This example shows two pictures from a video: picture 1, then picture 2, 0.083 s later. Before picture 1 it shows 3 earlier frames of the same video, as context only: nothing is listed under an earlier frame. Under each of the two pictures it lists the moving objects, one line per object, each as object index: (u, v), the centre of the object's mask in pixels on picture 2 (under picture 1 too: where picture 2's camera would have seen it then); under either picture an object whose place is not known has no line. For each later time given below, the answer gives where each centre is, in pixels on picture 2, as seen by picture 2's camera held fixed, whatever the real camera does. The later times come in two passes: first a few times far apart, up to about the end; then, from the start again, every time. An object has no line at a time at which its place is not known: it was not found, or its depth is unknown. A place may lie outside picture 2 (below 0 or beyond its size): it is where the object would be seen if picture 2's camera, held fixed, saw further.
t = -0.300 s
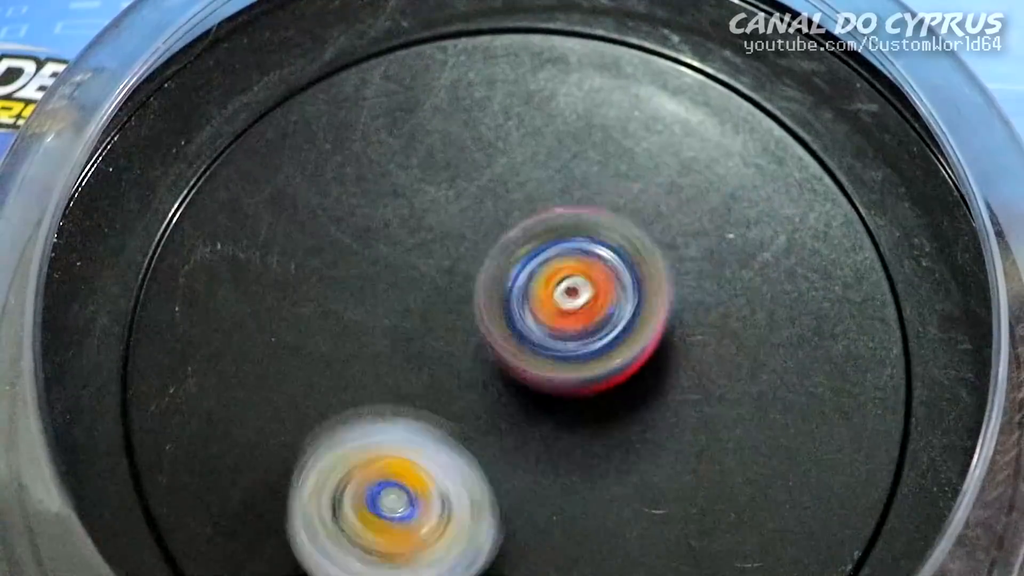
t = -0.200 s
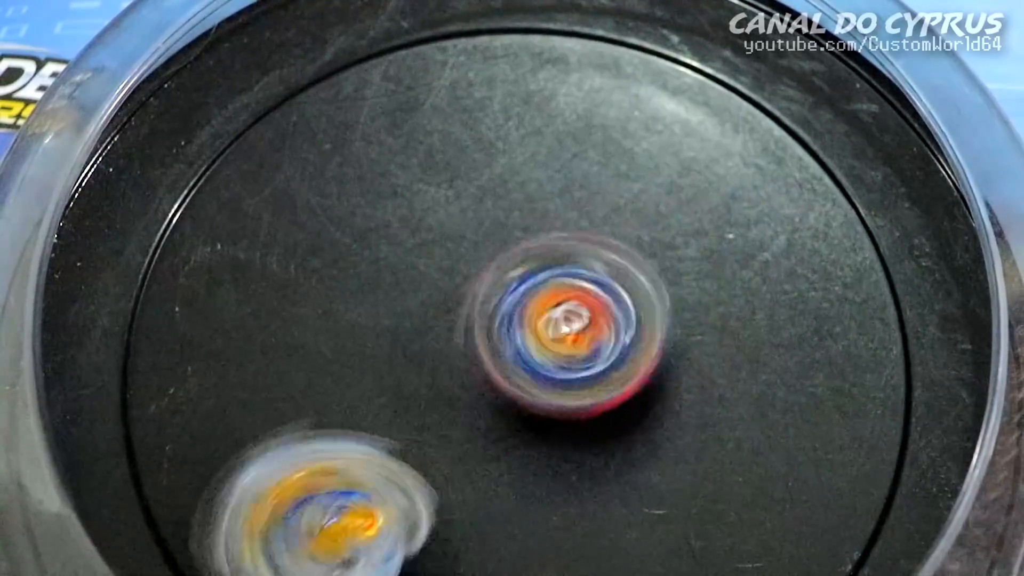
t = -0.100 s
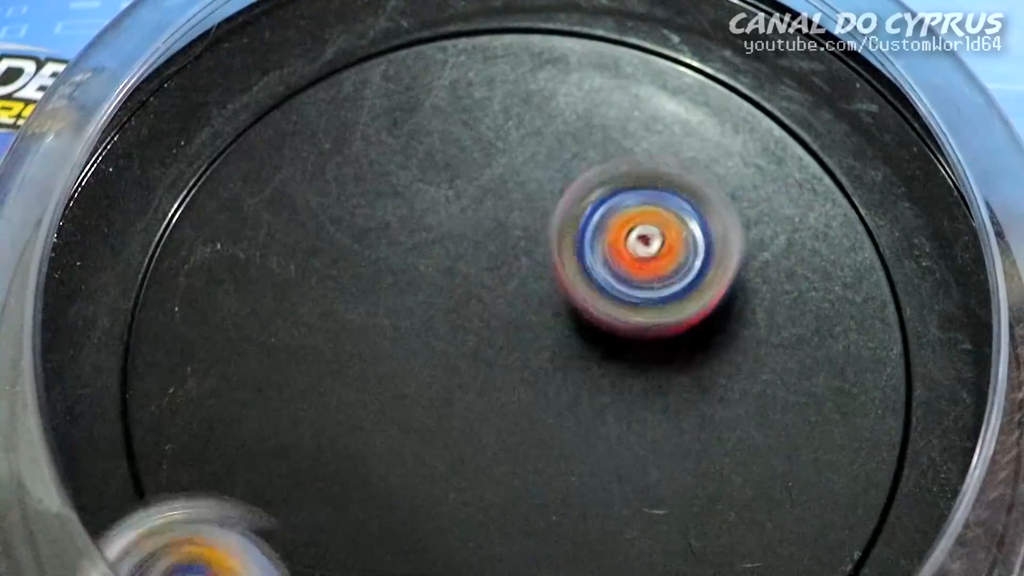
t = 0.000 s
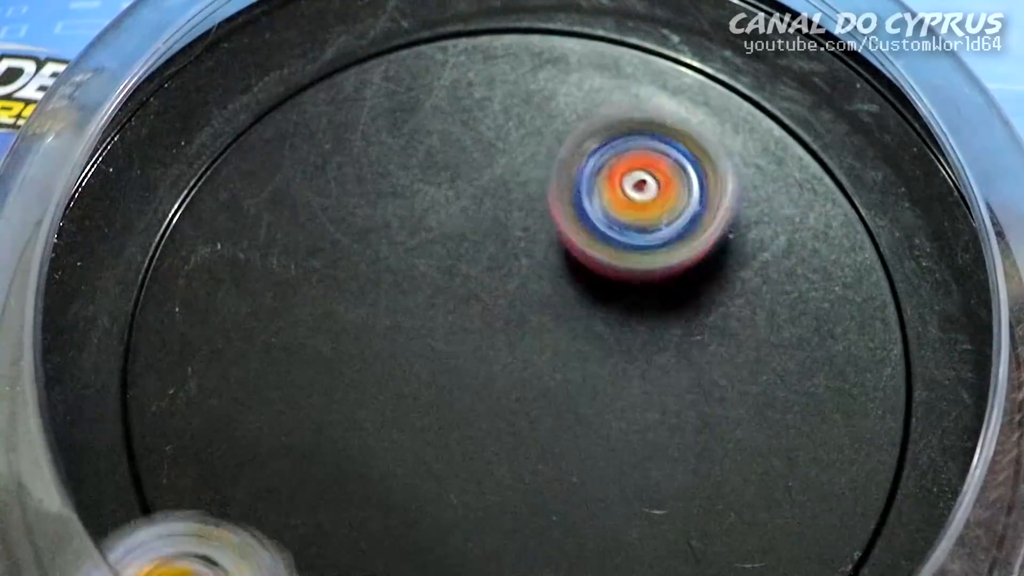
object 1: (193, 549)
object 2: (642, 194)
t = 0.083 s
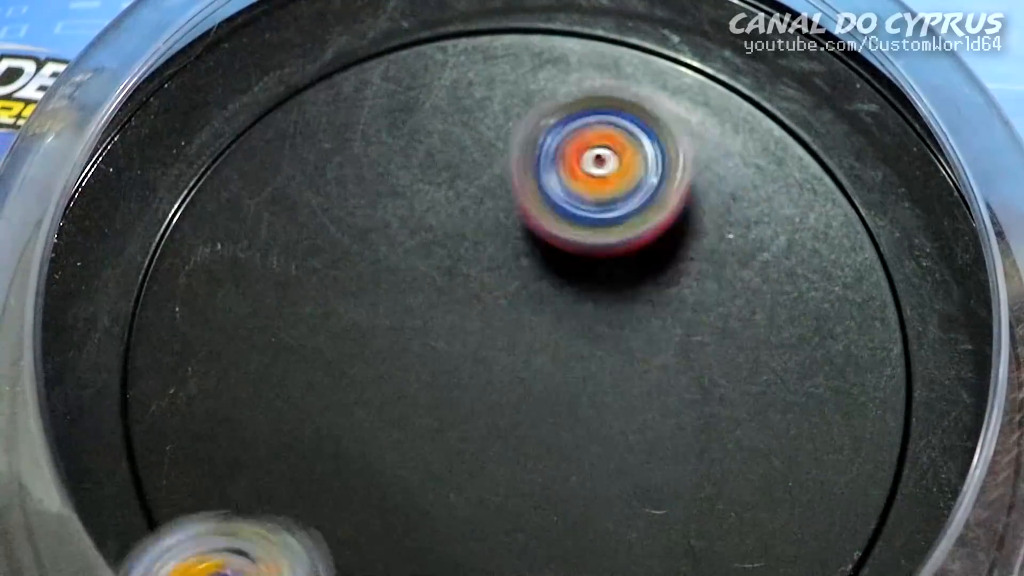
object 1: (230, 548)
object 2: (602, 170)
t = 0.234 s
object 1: (322, 511)
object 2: (507, 220)
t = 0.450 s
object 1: (314, 512)
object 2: (629, 224)
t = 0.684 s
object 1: (335, 421)
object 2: (660, 151)
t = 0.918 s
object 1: (375, 315)
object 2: (589, 245)
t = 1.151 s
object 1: (417, 225)
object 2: (583, 412)
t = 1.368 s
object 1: (505, 223)
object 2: (595, 506)
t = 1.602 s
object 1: (598, 280)
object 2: (609, 519)
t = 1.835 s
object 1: (715, 299)
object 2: (459, 486)
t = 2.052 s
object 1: (713, 288)
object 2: (327, 464)
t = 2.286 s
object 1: (595, 324)
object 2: (273, 391)
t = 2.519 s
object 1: (539, 467)
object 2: (283, 248)
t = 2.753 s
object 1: (578, 506)
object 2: (339, 178)
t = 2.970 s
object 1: (566, 452)
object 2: (466, 190)
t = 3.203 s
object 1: (447, 429)
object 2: (624, 217)
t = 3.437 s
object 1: (344, 453)
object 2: (706, 281)
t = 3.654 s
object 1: (379, 443)
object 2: (667, 381)
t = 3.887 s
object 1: (273, 366)
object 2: (693, 401)
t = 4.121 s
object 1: (332, 317)
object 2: (588, 338)
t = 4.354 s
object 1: (375, 362)
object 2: (514, 258)
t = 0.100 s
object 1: (235, 540)
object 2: (589, 167)
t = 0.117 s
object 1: (232, 544)
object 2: (580, 168)
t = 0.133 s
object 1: (258, 540)
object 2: (566, 170)
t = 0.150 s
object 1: (257, 536)
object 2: (554, 176)
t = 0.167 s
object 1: (284, 536)
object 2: (544, 180)
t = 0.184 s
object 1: (291, 524)
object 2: (532, 190)
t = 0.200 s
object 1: (296, 524)
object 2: (524, 198)
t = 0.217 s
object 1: (318, 517)
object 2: (513, 208)
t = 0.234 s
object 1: (322, 511)
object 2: (507, 220)
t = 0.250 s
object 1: (335, 507)
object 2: (501, 233)
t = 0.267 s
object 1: (351, 493)
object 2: (495, 246)
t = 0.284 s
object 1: (359, 486)
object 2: (492, 259)
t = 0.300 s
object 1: (380, 471)
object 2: (490, 273)
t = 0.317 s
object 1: (385, 458)
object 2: (490, 289)
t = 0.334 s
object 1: (383, 468)
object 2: (497, 292)
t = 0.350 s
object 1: (368, 477)
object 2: (523, 279)
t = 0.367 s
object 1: (348, 493)
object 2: (545, 266)
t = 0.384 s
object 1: (348, 500)
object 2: (571, 255)
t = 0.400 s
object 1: (330, 503)
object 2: (586, 244)
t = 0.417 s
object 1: (326, 511)
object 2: (605, 238)
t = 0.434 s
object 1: (327, 508)
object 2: (616, 230)
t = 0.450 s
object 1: (314, 512)
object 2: (629, 224)
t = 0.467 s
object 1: (323, 512)
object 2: (634, 217)
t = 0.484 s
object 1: (321, 507)
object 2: (643, 212)
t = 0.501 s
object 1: (320, 508)
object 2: (648, 203)
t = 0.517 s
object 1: (326, 501)
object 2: (653, 199)
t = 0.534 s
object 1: (320, 495)
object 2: (656, 190)
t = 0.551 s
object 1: (321, 491)
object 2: (660, 186)
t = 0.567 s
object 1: (326, 480)
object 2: (659, 182)
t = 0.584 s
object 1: (320, 470)
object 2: (663, 176)
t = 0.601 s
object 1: (326, 464)
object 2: (663, 168)
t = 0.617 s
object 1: (331, 449)
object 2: (665, 164)
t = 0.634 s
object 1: (326, 444)
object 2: (663, 160)
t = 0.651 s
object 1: (336, 437)
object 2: (663, 156)
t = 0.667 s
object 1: (337, 422)
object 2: (662, 151)
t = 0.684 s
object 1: (335, 421)
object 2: (660, 151)
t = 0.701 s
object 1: (346, 412)
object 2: (656, 146)
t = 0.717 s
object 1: (343, 401)
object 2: (653, 146)
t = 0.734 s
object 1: (347, 400)
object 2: (647, 146)
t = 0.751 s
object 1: (356, 387)
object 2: (643, 148)
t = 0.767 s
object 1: (351, 379)
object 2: (634, 151)
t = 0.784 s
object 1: (357, 376)
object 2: (628, 160)
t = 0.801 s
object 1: (361, 363)
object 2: (619, 168)
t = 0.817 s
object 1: (359, 360)
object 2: (616, 174)
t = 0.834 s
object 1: (368, 353)
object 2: (608, 186)
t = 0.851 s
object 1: (369, 340)
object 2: (604, 198)
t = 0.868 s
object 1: (368, 338)
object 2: (598, 208)
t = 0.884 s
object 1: (375, 328)
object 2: (595, 221)
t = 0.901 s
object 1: (372, 318)
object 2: (591, 232)
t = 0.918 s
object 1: (375, 315)
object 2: (589, 245)
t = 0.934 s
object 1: (380, 303)
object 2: (586, 257)
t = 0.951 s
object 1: (375, 296)
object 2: (586, 270)
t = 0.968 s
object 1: (381, 293)
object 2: (584, 282)
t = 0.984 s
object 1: (382, 281)
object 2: (584, 296)
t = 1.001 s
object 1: (380, 279)
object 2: (582, 307)
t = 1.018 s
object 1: (389, 272)
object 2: (583, 320)
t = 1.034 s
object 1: (389, 261)
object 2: (581, 332)
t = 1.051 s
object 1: (389, 258)
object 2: (582, 344)
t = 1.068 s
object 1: (397, 250)
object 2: (581, 355)
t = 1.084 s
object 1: (396, 242)
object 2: (582, 367)
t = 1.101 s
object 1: (401, 241)
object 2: (581, 378)
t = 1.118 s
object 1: (410, 231)
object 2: (583, 390)
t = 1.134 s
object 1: (409, 225)
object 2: (582, 400)
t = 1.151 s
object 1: (417, 225)
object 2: (583, 412)
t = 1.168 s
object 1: (422, 217)
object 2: (582, 422)
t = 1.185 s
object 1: (424, 219)
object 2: (583, 432)
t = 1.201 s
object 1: (436, 218)
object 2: (582, 443)
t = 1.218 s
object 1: (443, 211)
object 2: (584, 452)
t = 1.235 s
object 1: (447, 212)
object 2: (584, 462)
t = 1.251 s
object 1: (458, 212)
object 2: (586, 470)
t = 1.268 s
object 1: (461, 209)
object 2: (586, 478)
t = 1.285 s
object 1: (468, 216)
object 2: (588, 483)
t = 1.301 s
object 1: (482, 215)
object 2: (588, 489)
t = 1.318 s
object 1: (485, 214)
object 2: (590, 493)
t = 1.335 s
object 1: (495, 220)
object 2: (591, 498)
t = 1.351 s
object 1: (504, 219)
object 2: (593, 501)
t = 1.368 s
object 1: (505, 223)
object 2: (595, 506)
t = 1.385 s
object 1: (517, 229)
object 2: (597, 509)
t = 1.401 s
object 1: (524, 227)
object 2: (598, 512)
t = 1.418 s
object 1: (527, 234)
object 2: (601, 515)
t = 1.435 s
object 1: (540, 239)
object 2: (602, 517)
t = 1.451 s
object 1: (544, 240)
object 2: (605, 519)
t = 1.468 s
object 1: (549, 248)
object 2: (605, 521)
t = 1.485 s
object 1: (562, 252)
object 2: (607, 523)
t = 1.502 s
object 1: (563, 252)
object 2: (607, 525)
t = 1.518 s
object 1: (570, 261)
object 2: (610, 525)
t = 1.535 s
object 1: (580, 263)
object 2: (609, 525)
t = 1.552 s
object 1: (580, 266)
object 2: (611, 524)
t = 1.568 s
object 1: (591, 274)
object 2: (610, 524)
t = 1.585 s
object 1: (597, 275)
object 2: (609, 521)
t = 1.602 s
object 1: (598, 280)
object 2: (609, 519)
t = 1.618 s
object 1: (610, 286)
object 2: (603, 516)
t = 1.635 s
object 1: (615, 287)
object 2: (601, 513)
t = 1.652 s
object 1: (618, 296)
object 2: (593, 509)
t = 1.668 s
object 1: (630, 301)
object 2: (589, 505)
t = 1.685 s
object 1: (632, 302)
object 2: (580, 501)
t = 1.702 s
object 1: (636, 311)
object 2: (573, 496)
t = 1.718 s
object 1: (646, 315)
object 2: (564, 491)
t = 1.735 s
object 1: (645, 318)
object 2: (555, 486)
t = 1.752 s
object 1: (652, 327)
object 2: (544, 481)
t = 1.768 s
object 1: (665, 326)
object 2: (528, 481)
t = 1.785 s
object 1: (674, 317)
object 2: (506, 483)
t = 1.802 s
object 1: (688, 316)
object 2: (489, 485)
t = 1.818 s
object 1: (706, 306)
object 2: (474, 486)
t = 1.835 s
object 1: (715, 299)
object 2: (459, 486)
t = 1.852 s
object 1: (729, 298)
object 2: (449, 486)
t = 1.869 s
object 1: (737, 290)
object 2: (436, 486)
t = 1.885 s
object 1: (734, 287)
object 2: (425, 485)
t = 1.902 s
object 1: (740, 286)
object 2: (414, 484)
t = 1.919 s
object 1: (739, 283)
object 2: (403, 483)
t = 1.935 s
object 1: (730, 285)
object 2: (392, 482)
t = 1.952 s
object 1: (735, 286)
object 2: (381, 480)
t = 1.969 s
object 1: (731, 284)
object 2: (372, 478)
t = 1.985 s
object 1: (722, 287)
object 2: (360, 476)
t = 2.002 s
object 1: (725, 288)
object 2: (353, 473)
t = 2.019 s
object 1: (718, 285)
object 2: (343, 470)
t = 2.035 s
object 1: (714, 288)
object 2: (336, 467)
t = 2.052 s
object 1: (713, 288)
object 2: (327, 464)
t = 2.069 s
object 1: (706, 284)
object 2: (320, 459)
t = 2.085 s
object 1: (699, 285)
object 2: (313, 456)
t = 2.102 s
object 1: (695, 285)
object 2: (306, 451)
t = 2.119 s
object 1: (684, 285)
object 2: (302, 448)
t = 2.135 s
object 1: (677, 289)
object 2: (295, 442)
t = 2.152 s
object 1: (671, 289)
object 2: (292, 438)
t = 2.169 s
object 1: (661, 292)
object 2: (287, 433)
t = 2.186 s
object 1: (654, 298)
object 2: (284, 427)
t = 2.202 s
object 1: (648, 301)
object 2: (280, 423)
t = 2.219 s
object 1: (640, 306)
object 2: (277, 416)
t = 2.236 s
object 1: (634, 310)
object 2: (276, 411)
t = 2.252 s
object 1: (621, 310)
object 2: (274, 404)
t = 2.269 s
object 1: (606, 315)
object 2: (275, 399)
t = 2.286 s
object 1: (595, 324)
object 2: (273, 391)
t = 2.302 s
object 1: (585, 331)
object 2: (276, 384)
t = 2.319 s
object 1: (575, 337)
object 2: (277, 379)
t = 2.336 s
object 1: (564, 342)
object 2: (280, 370)
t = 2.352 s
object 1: (552, 346)
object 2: (284, 365)
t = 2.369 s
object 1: (540, 353)
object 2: (287, 356)
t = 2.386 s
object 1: (532, 360)
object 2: (293, 350)
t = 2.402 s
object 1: (522, 362)
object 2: (296, 342)
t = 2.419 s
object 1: (507, 366)
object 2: (303, 335)
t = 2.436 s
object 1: (505, 377)
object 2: (306, 327)
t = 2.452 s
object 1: (518, 390)
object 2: (300, 307)
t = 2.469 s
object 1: (515, 408)
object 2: (294, 290)
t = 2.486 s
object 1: (521, 433)
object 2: (288, 273)
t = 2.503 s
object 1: (532, 450)
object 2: (286, 260)
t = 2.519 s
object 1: (539, 467)
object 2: (283, 248)
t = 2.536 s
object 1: (551, 477)
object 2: (283, 238)
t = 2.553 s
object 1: (551, 484)
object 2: (284, 232)
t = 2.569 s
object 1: (557, 494)
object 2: (284, 225)
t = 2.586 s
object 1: (564, 497)
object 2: (286, 219)
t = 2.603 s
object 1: (560, 500)
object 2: (288, 214)
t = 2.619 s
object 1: (568, 506)
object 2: (291, 207)
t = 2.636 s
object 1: (574, 506)
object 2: (296, 203)
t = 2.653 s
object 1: (569, 508)
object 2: (299, 198)
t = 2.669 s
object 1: (577, 512)
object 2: (305, 192)
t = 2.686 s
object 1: (580, 509)
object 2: (312, 189)
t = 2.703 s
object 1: (573, 509)
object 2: (318, 186)
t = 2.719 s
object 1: (581, 510)
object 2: (325, 183)
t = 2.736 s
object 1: (585, 507)
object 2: (332, 181)
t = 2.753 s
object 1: (578, 506)
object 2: (339, 178)
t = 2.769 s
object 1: (583, 507)
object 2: (349, 176)
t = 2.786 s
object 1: (588, 501)
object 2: (358, 174)
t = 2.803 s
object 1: (581, 499)
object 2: (369, 173)
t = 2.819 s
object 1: (585, 500)
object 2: (379, 175)
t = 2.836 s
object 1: (591, 492)
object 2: (388, 175)
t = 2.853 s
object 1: (584, 488)
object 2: (398, 176)
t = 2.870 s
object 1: (584, 489)
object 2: (407, 177)
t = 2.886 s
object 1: (587, 480)
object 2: (416, 177)
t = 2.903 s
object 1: (579, 474)
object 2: (427, 179)
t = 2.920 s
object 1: (577, 474)
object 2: (437, 181)
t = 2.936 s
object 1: (580, 462)
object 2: (448, 183)
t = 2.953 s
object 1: (572, 453)
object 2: (458, 187)
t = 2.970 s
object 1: (566, 452)
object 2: (466, 190)
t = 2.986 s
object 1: (567, 442)
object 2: (476, 193)
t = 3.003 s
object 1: (560, 431)
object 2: (485, 197)
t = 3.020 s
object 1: (554, 427)
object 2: (495, 199)
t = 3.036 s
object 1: (554, 417)
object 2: (505, 204)
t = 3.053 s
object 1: (548, 404)
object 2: (513, 210)
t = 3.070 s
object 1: (536, 400)
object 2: (523, 214)
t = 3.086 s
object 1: (533, 399)
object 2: (533, 217)
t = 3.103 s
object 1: (528, 394)
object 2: (543, 216)
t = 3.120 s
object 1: (518, 391)
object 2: (554, 220)
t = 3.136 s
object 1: (511, 393)
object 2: (564, 224)
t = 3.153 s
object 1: (498, 396)
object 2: (577, 225)
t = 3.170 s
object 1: (475, 405)
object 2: (594, 223)
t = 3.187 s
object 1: (459, 420)
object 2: (610, 219)
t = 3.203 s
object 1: (447, 429)
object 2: (624, 217)
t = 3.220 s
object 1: (430, 432)
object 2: (635, 219)
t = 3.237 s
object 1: (417, 437)
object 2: (645, 223)
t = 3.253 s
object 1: (405, 440)
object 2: (651, 226)
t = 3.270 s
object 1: (393, 446)
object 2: (658, 229)
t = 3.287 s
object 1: (387, 447)
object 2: (664, 232)
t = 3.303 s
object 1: (376, 442)
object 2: (670, 235)
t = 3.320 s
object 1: (364, 443)
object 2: (676, 239)
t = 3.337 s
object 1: (359, 447)
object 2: (683, 243)
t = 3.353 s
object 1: (355, 447)
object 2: (687, 248)
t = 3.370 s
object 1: (349, 448)
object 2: (692, 254)
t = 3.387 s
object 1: (347, 451)
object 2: (697, 261)
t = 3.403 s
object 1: (346, 451)
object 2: (700, 267)
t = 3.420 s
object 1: (343, 451)
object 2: (703, 273)
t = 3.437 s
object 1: (344, 453)
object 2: (706, 281)
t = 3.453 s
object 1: (347, 450)
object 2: (706, 289)
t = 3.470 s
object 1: (342, 445)
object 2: (708, 297)
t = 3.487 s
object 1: (340, 447)
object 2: (708, 304)
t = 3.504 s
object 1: (344, 446)
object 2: (706, 313)
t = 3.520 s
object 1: (343, 444)
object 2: (705, 321)
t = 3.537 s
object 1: (342, 449)
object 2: (703, 329)
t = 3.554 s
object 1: (352, 454)
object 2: (699, 338)
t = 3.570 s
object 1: (361, 450)
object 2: (696, 345)
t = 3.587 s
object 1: (362, 448)
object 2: (691, 353)
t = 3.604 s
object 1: (367, 449)
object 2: (685, 361)
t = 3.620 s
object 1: (378, 447)
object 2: (680, 368)
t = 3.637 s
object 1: (379, 442)
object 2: (674, 375)
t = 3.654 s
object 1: (379, 443)
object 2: (667, 381)
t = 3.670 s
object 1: (391, 441)
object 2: (660, 388)
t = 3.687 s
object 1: (400, 434)
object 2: (652, 394)
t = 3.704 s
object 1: (396, 431)
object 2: (642, 400)
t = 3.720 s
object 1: (402, 430)
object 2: (635, 405)
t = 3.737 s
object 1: (412, 422)
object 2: (625, 410)
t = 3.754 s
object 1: (415, 415)
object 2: (616, 413)
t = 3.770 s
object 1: (396, 414)
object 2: (627, 413)
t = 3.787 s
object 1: (365, 415)
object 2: (645, 411)
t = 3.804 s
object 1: (342, 413)
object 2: (662, 410)
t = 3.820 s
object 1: (325, 406)
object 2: (677, 407)
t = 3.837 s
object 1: (309, 396)
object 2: (685, 405)
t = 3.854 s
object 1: (294, 386)
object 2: (693, 404)
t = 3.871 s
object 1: (280, 376)
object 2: (694, 401)
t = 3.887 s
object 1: (273, 366)
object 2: (693, 401)
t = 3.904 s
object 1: (271, 357)
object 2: (686, 398)
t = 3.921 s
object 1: (273, 348)
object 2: (678, 395)
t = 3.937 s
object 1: (277, 338)
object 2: (672, 391)
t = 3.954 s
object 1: (283, 330)
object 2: (664, 387)
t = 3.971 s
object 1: (291, 322)
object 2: (655, 382)
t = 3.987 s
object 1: (299, 315)
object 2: (647, 376)
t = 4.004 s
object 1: (306, 310)
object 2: (638, 372)
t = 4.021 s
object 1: (313, 305)
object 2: (629, 368)
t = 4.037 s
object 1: (319, 303)
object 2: (621, 362)
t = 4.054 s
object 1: (323, 302)
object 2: (614, 358)
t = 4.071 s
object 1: (323, 308)
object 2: (607, 353)
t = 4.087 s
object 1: (325, 312)
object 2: (600, 348)
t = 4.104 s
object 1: (327, 314)
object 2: (594, 344)
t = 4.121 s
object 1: (332, 317)
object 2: (588, 338)
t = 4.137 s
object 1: (337, 314)
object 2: (581, 332)
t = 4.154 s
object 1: (342, 316)
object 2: (574, 326)
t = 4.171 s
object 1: (347, 318)
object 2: (568, 321)
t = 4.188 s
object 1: (355, 321)
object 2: (561, 315)
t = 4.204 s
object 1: (362, 326)
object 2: (554, 309)
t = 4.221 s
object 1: (369, 333)
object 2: (549, 304)
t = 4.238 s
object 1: (374, 337)
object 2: (544, 299)
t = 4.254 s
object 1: (377, 341)
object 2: (539, 292)
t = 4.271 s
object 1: (376, 347)
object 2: (535, 287)
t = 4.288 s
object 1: (376, 352)
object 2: (531, 282)
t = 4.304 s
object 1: (376, 356)
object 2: (525, 275)
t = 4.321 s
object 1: (375, 359)
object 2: (521, 270)
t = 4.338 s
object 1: (375, 361)
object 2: (517, 264)
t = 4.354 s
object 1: (375, 362)
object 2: (514, 258)
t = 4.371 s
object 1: (375, 363)
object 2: (511, 252)
